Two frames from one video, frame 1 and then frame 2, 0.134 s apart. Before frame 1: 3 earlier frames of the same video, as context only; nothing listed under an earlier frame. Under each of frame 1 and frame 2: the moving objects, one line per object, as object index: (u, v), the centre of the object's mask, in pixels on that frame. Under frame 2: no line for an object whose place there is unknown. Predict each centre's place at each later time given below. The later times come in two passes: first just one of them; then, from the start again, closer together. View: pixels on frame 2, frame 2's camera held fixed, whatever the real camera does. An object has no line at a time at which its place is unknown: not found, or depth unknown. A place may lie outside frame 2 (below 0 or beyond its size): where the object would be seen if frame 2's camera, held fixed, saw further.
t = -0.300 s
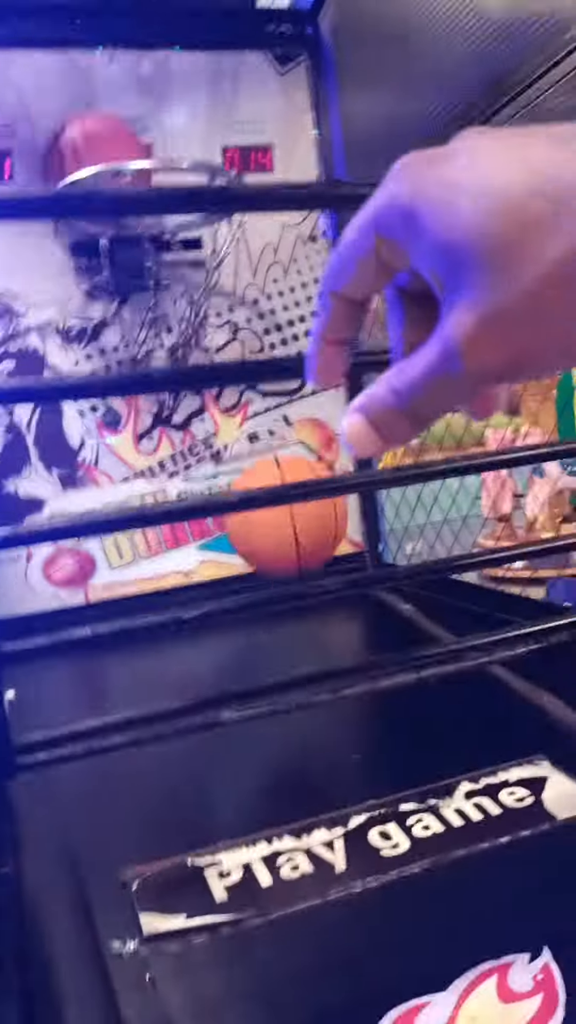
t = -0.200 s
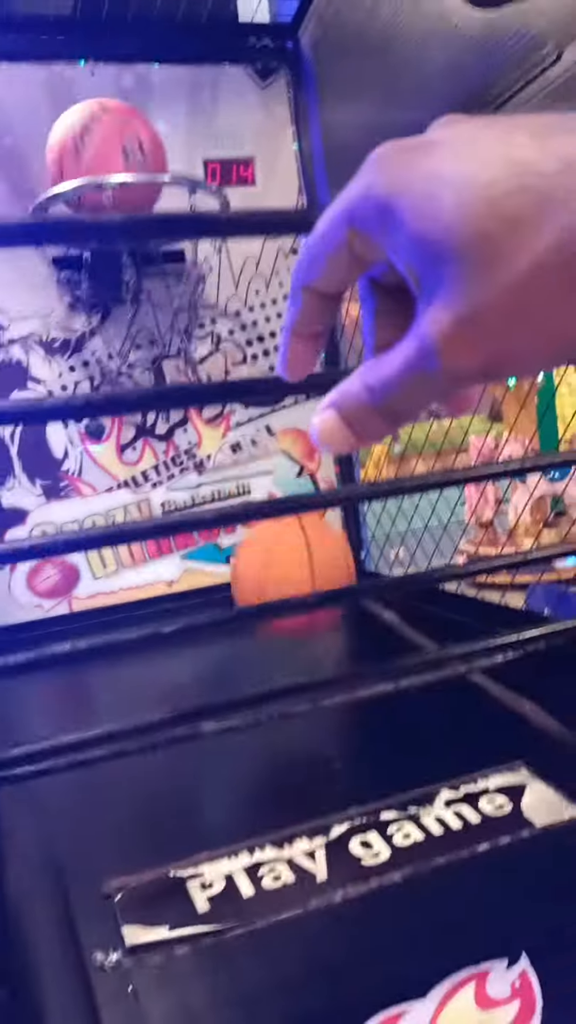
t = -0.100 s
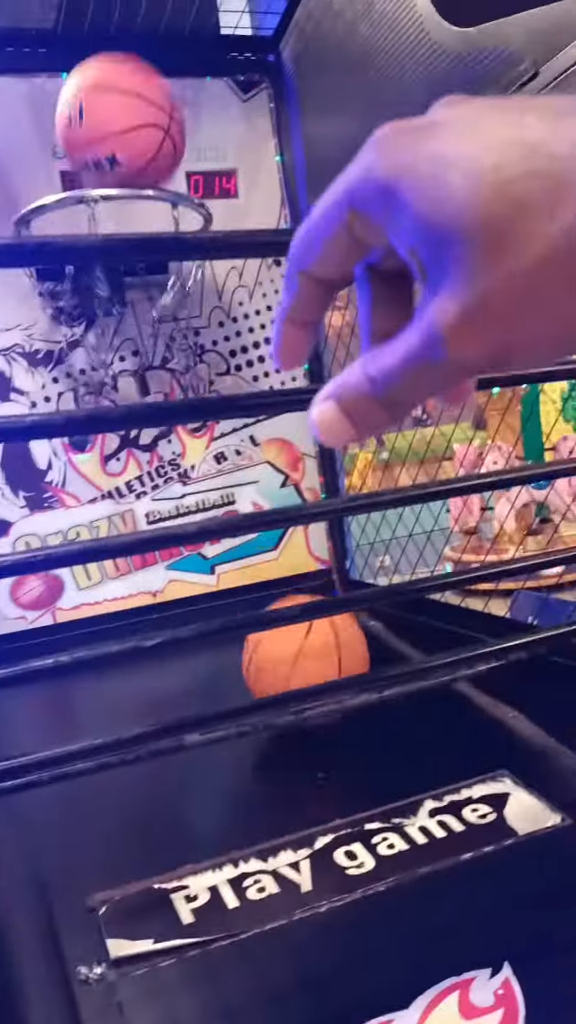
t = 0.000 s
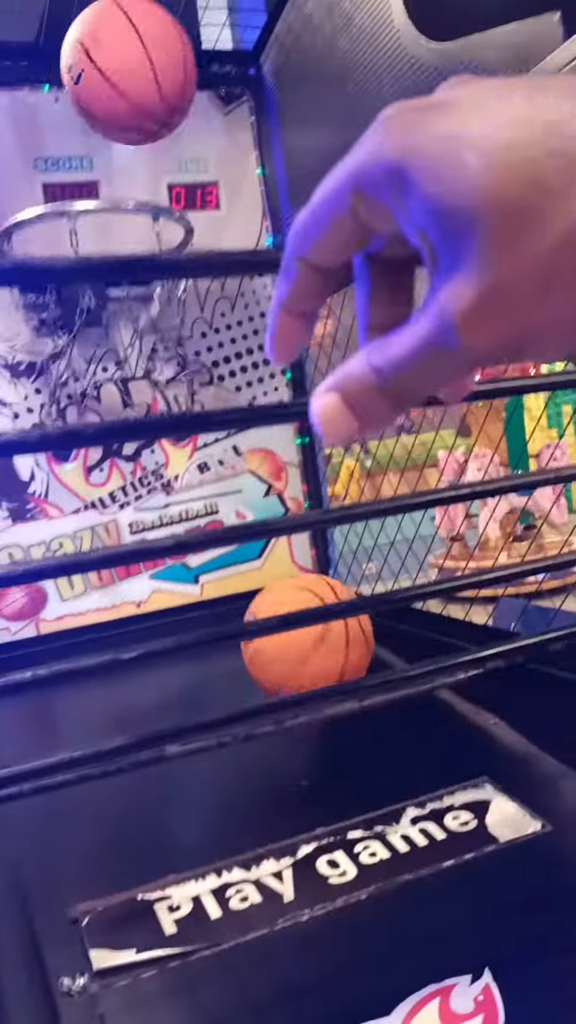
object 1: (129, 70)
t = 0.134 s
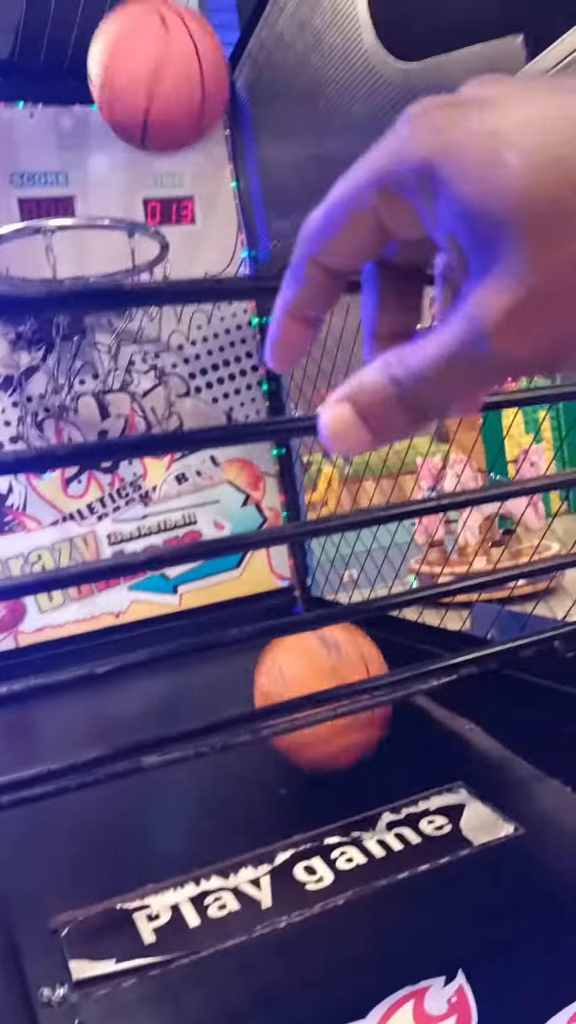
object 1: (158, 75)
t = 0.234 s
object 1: (217, 141)
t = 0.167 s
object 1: (175, 89)
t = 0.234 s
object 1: (217, 141)
